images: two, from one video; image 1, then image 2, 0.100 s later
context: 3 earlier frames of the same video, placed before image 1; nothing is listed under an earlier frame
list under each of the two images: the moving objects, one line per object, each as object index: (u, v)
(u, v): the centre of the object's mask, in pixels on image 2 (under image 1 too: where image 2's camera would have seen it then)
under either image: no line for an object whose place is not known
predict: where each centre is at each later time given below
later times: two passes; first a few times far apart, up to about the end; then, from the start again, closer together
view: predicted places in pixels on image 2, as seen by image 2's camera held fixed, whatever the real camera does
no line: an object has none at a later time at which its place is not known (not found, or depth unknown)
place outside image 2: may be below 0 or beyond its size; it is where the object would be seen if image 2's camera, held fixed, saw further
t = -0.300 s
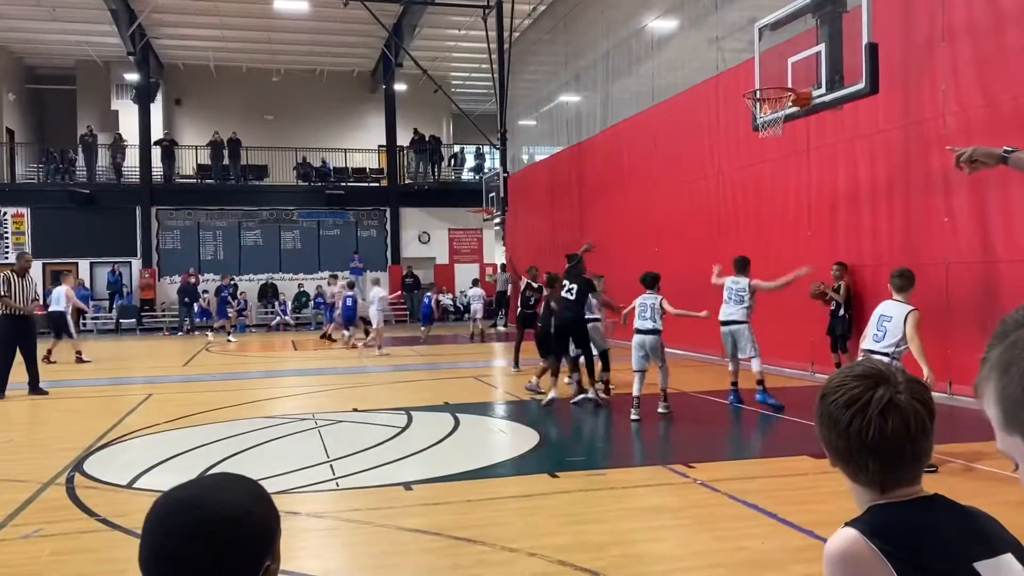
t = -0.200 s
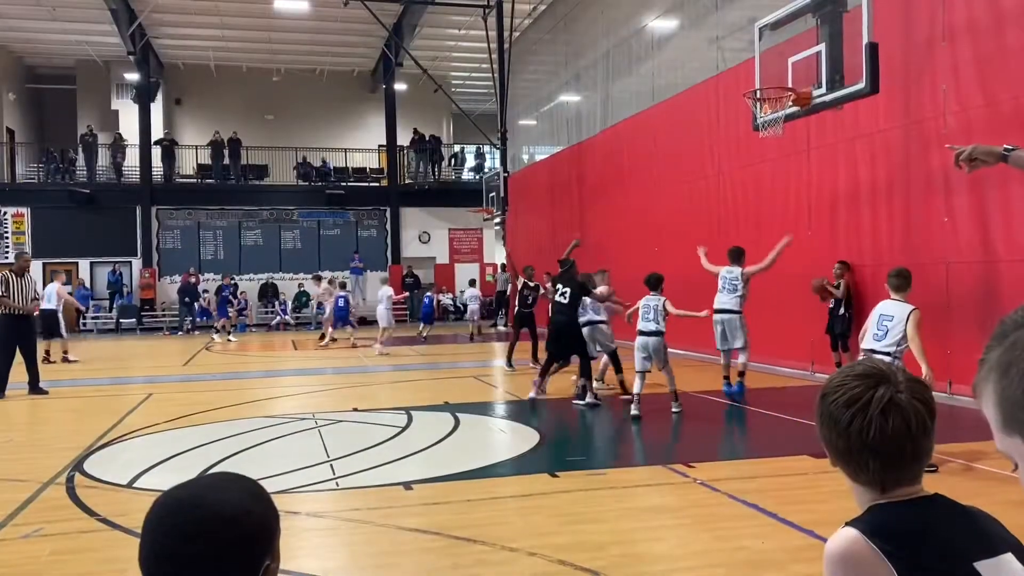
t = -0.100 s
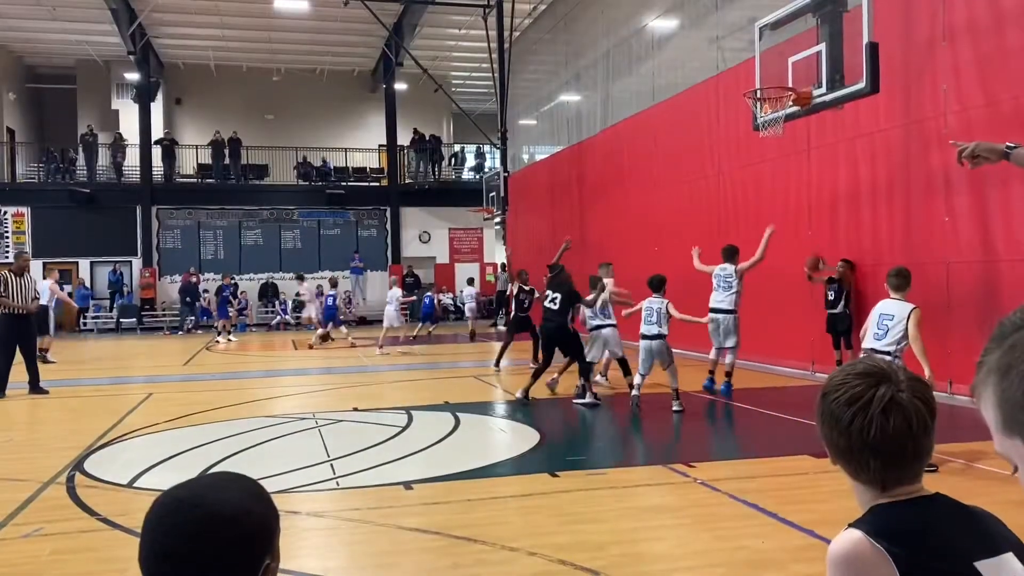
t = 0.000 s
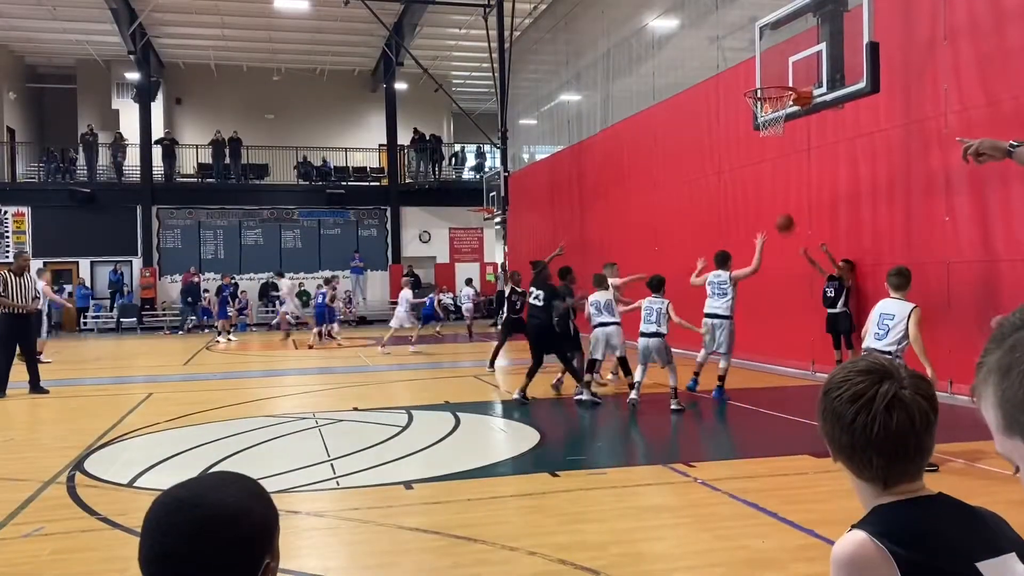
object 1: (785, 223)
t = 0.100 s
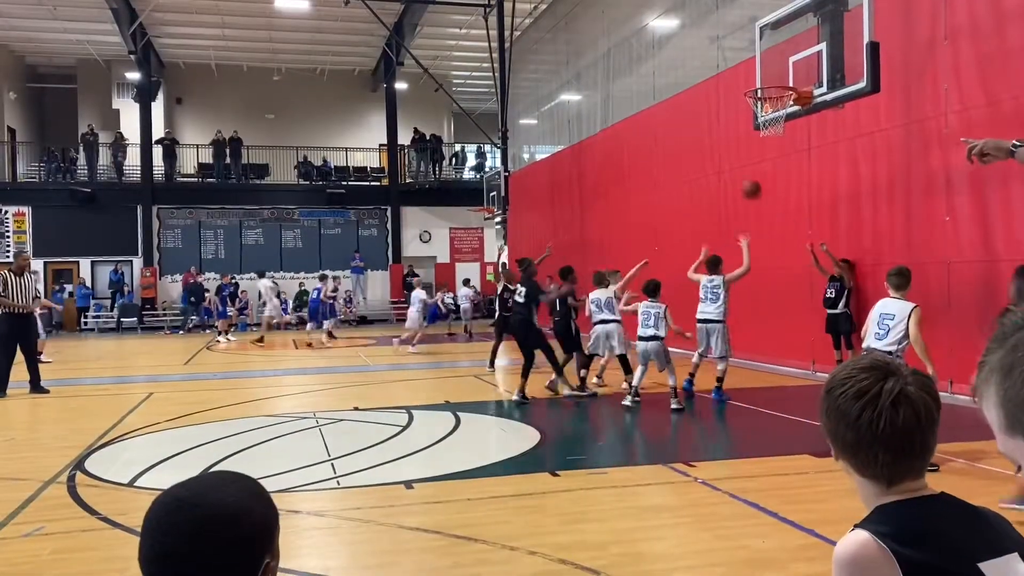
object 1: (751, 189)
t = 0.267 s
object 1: (695, 150)
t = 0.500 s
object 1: (614, 134)
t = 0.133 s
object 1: (740, 180)
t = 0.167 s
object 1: (729, 171)
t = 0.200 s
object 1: (718, 163)
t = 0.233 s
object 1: (706, 156)
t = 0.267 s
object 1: (695, 150)
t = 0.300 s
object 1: (683, 146)
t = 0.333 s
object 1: (672, 141)
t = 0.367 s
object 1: (661, 138)
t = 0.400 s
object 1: (649, 135)
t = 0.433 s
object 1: (638, 133)
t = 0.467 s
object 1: (626, 133)
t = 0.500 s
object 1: (614, 134)
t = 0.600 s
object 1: (580, 139)
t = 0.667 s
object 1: (557, 149)
